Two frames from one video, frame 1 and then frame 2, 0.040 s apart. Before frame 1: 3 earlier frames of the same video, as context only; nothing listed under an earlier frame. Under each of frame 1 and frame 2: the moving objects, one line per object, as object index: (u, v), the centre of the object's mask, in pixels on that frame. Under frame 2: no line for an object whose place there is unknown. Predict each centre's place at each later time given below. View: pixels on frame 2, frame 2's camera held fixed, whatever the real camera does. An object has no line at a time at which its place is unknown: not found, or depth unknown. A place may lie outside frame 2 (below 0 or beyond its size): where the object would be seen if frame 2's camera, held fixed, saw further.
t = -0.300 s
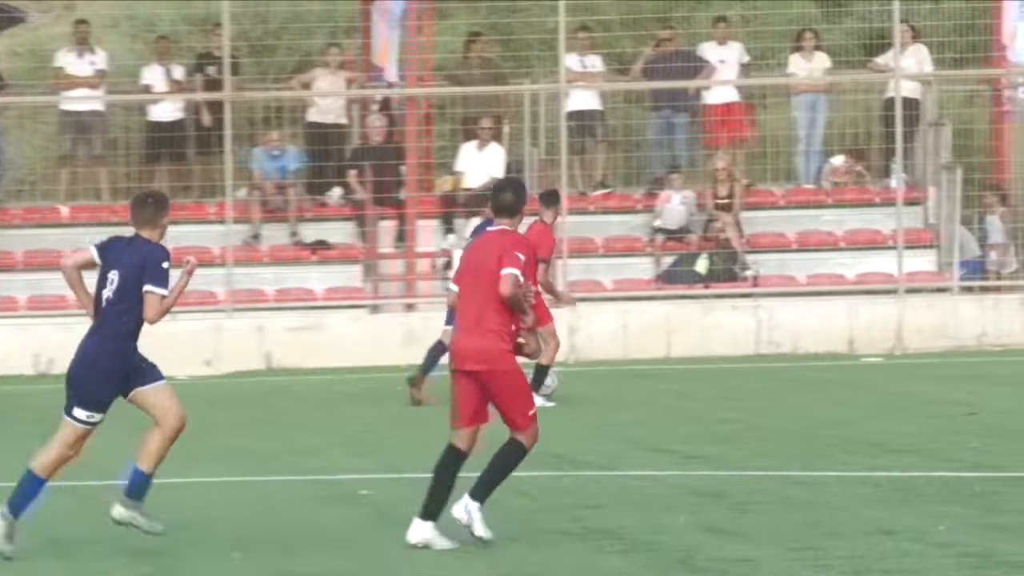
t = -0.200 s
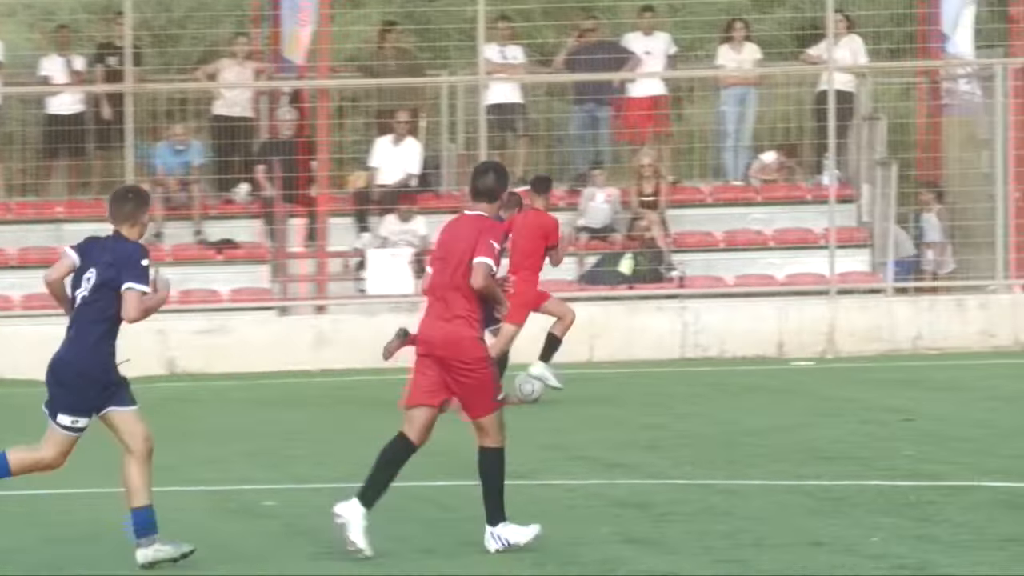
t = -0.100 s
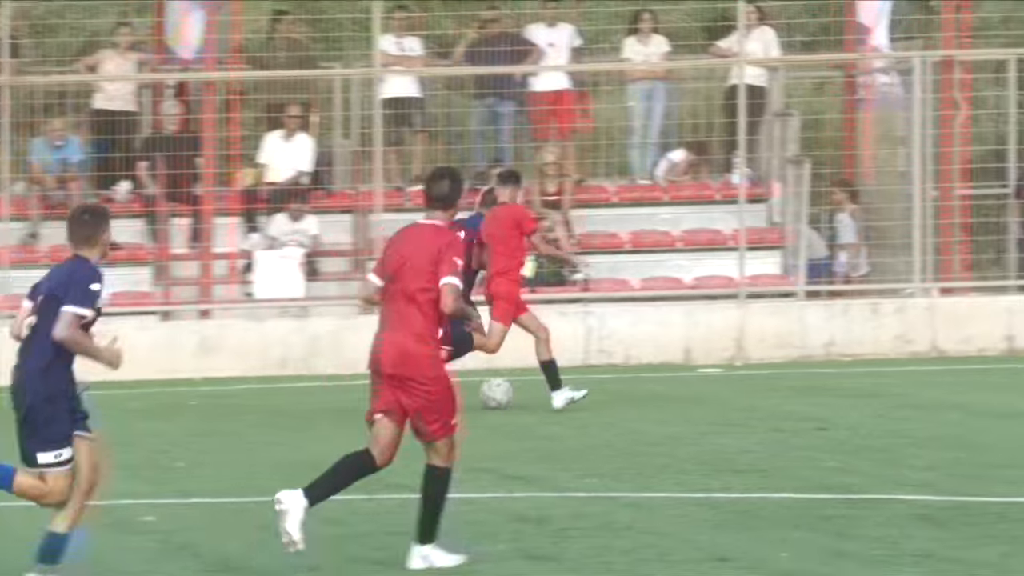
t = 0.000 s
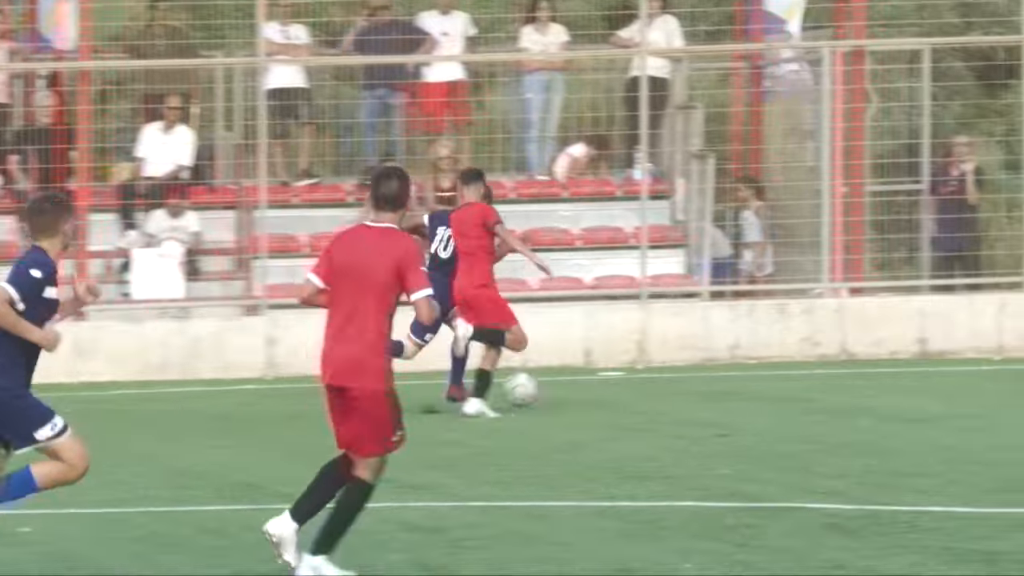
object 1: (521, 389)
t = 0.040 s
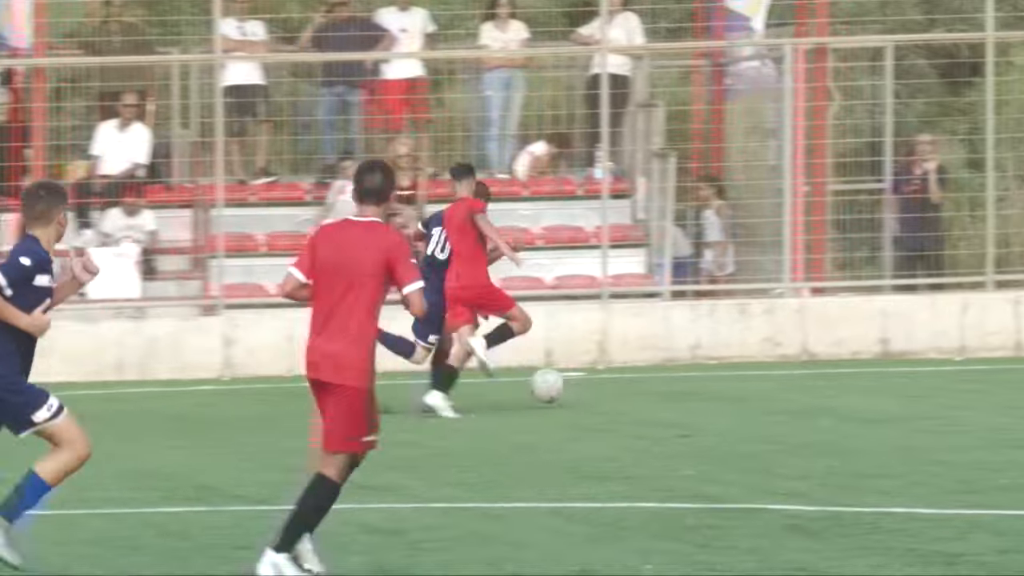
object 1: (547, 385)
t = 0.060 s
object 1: (579, 384)
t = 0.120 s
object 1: (676, 384)
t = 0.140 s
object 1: (707, 386)
